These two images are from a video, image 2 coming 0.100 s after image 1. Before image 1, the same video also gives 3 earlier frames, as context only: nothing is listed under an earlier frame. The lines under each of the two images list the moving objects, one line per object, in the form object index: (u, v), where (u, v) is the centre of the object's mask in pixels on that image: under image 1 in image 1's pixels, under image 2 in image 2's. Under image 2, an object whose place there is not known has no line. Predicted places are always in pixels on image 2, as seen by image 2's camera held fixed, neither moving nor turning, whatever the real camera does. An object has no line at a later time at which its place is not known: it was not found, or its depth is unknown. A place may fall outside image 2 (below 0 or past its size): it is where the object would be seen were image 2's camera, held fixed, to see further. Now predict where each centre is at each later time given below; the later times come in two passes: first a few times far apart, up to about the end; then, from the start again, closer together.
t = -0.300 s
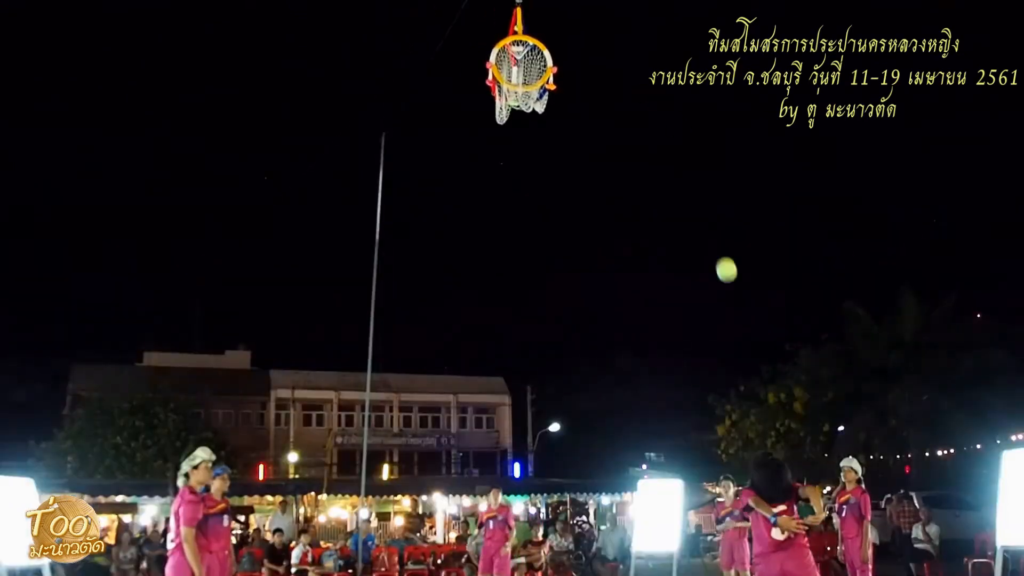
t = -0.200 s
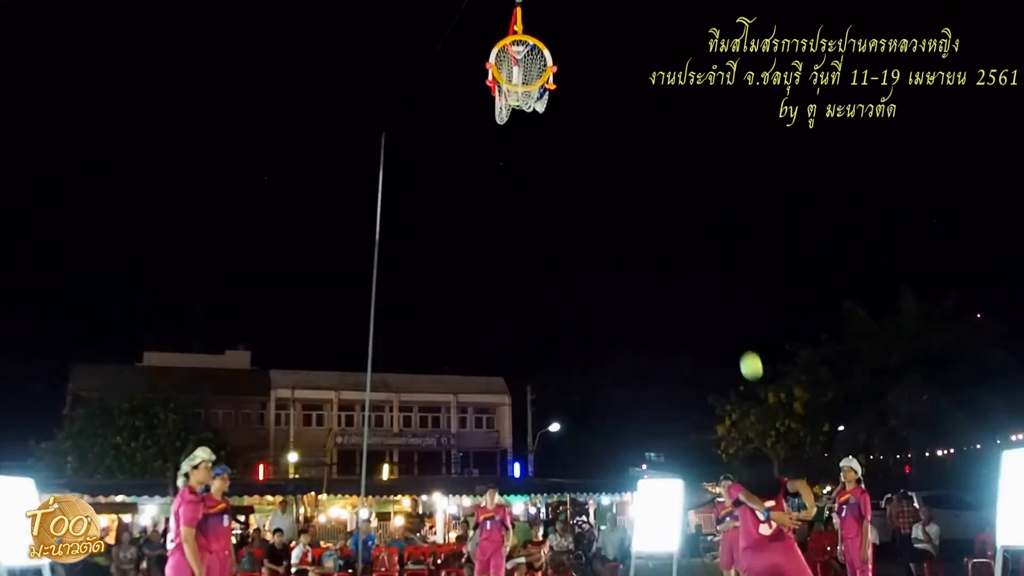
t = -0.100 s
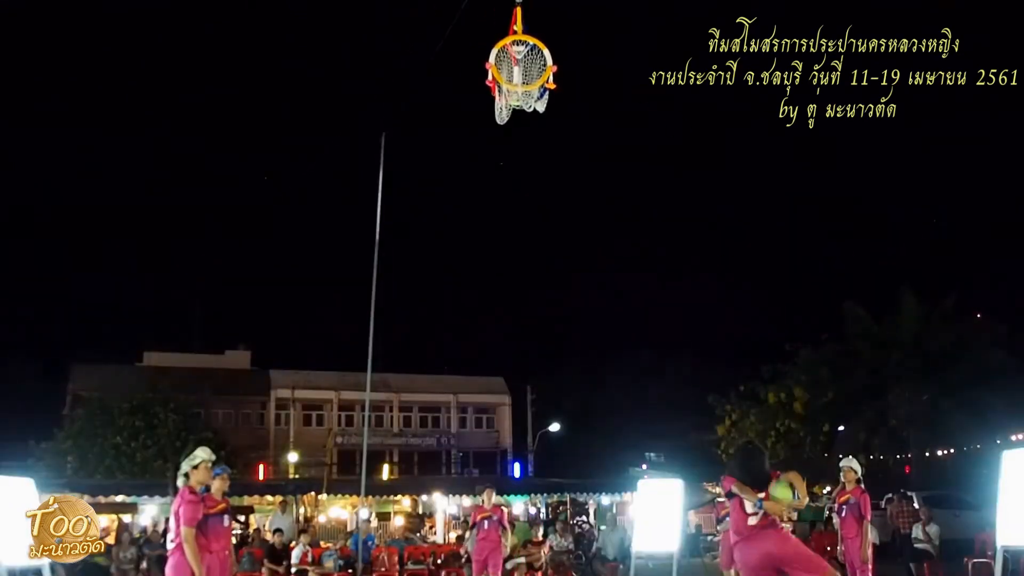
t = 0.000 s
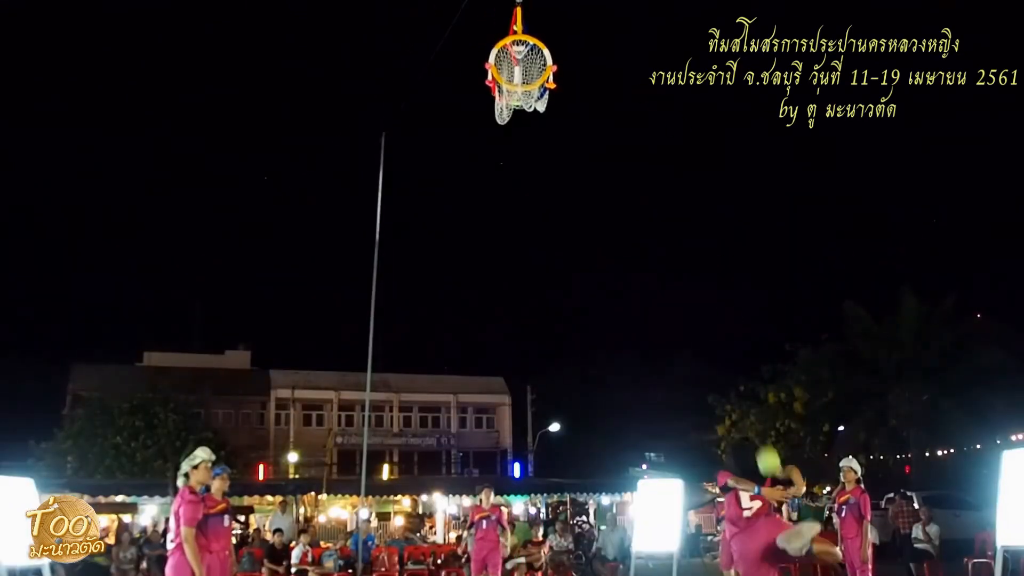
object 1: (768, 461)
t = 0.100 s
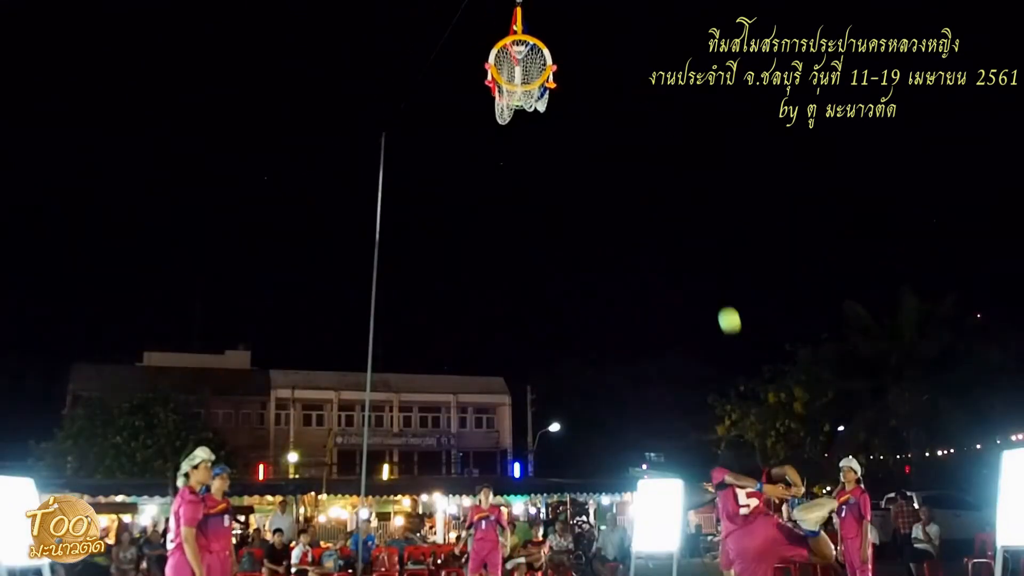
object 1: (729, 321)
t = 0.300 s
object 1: (670, 140)
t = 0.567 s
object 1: (617, 31)
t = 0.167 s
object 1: (707, 248)
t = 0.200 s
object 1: (697, 217)
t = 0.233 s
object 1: (688, 188)
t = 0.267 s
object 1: (679, 163)
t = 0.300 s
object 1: (670, 140)
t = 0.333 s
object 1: (662, 120)
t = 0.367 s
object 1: (655, 102)
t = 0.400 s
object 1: (647, 86)
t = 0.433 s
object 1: (641, 71)
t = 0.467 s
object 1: (634, 59)
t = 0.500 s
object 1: (628, 48)
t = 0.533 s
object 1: (622, 39)
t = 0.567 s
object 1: (617, 31)
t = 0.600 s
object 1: (611, 25)
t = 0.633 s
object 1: (606, 20)
